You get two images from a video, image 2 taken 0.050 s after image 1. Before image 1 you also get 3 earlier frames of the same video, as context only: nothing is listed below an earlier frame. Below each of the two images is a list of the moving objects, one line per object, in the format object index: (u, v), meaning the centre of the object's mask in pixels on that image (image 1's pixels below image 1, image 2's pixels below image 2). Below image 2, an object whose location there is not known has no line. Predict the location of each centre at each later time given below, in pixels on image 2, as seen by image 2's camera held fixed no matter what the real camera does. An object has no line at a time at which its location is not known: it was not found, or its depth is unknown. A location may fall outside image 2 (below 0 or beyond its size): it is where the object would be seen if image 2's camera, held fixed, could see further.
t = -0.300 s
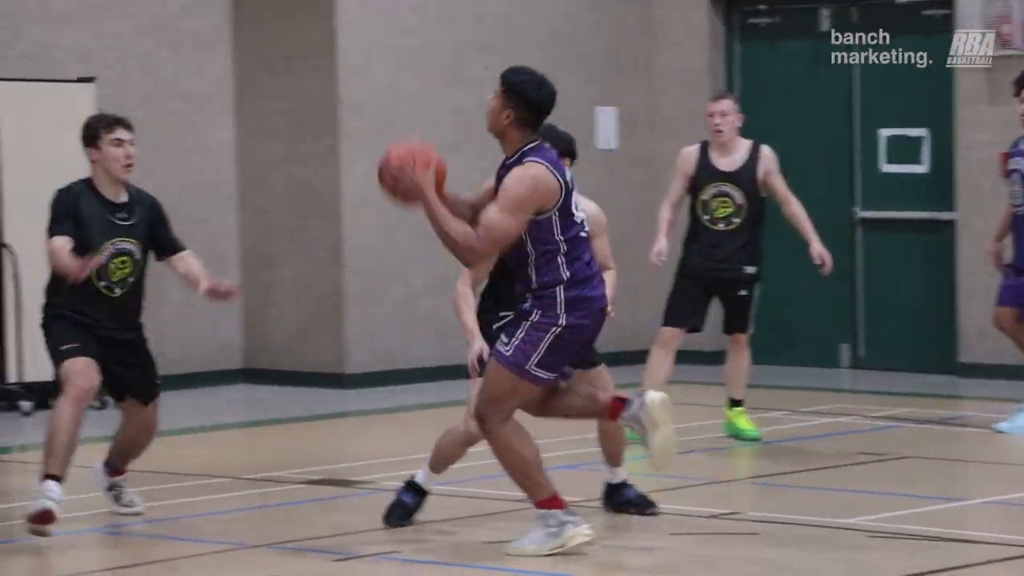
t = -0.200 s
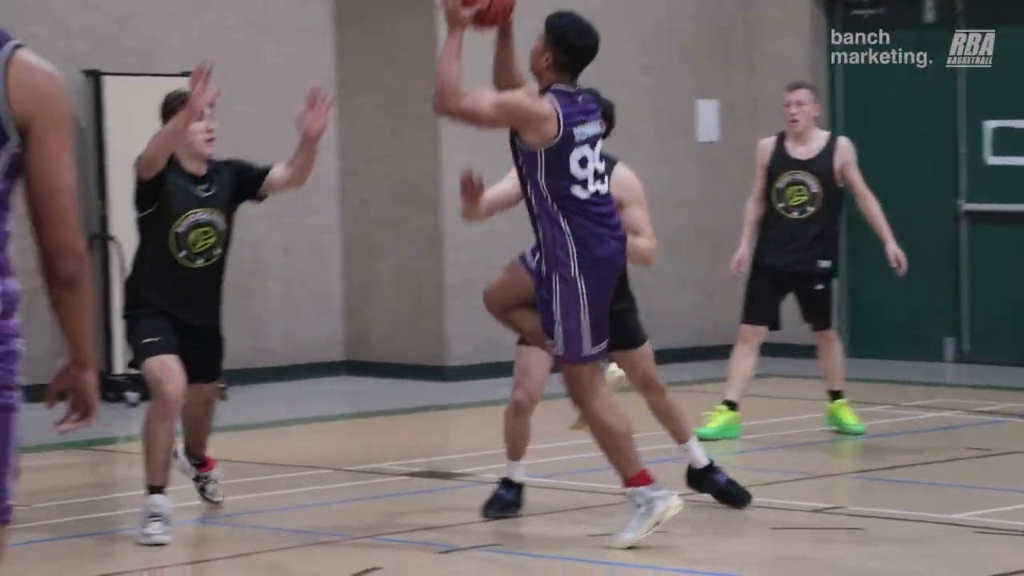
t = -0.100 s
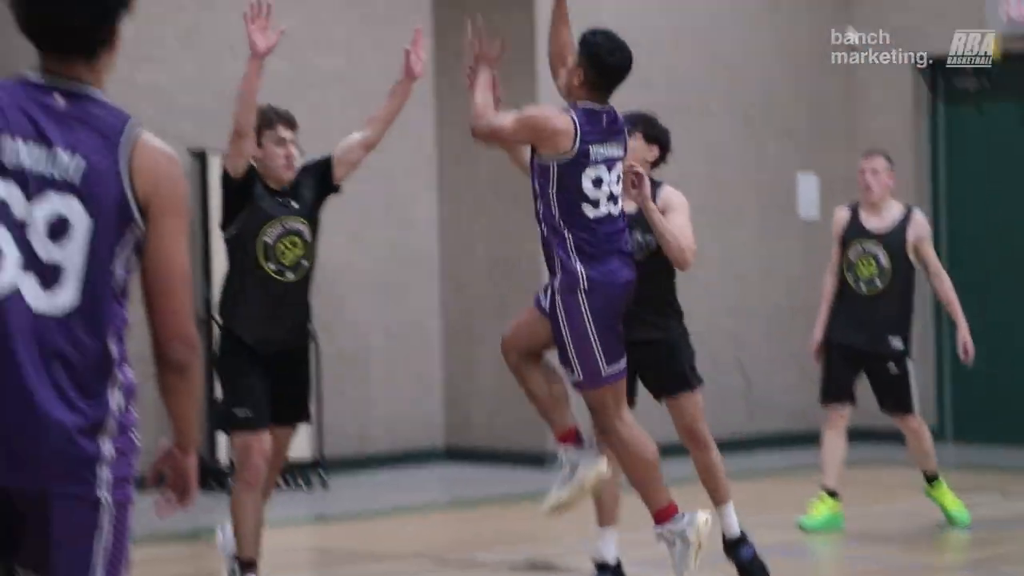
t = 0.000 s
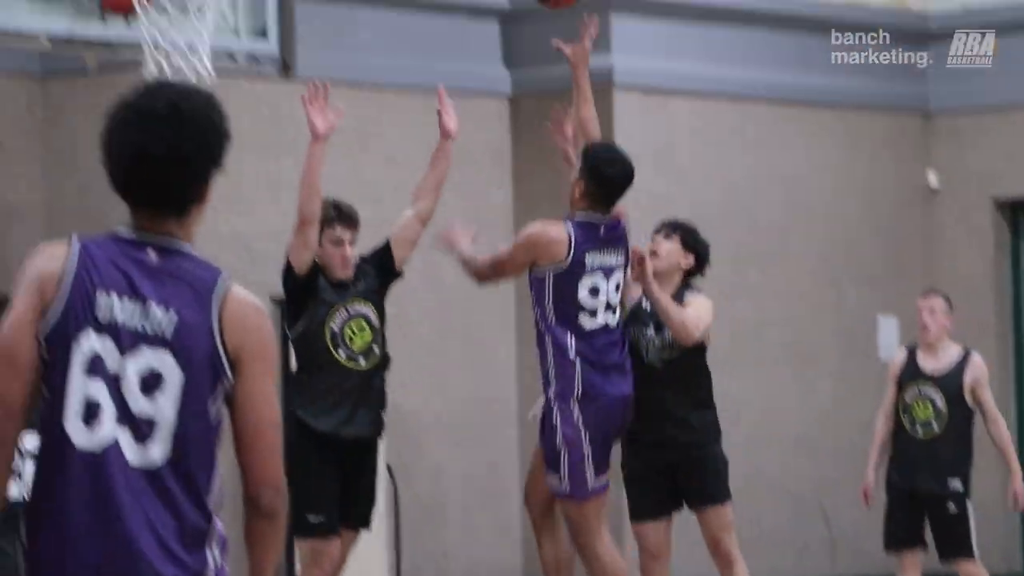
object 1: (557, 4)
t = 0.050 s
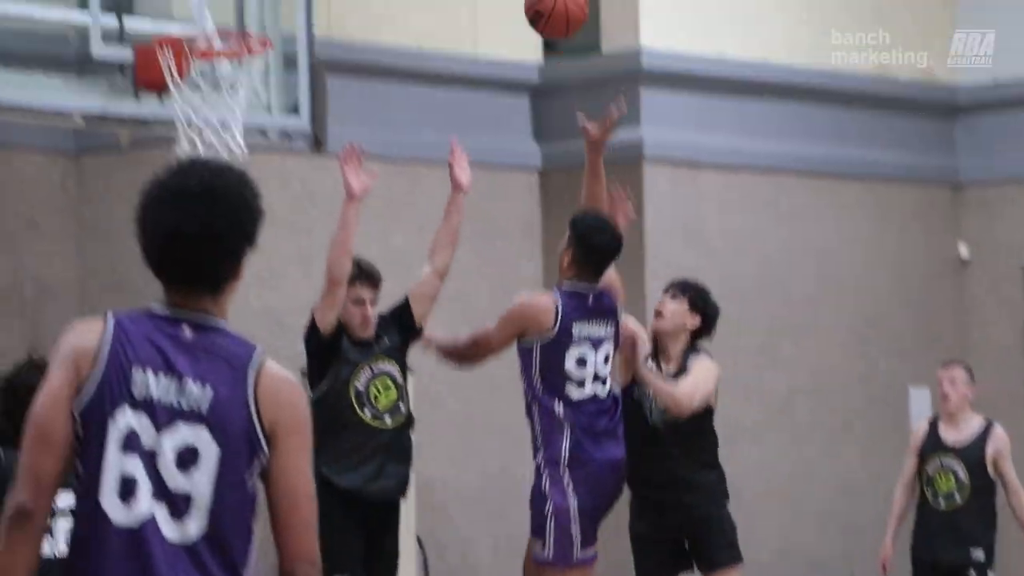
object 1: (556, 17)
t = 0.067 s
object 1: (547, 0)
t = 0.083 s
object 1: (538, -15)
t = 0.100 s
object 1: (529, -27)
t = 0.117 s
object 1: (520, -36)
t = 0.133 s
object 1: (511, -44)
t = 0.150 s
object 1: (502, -52)
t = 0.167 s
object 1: (494, -59)
